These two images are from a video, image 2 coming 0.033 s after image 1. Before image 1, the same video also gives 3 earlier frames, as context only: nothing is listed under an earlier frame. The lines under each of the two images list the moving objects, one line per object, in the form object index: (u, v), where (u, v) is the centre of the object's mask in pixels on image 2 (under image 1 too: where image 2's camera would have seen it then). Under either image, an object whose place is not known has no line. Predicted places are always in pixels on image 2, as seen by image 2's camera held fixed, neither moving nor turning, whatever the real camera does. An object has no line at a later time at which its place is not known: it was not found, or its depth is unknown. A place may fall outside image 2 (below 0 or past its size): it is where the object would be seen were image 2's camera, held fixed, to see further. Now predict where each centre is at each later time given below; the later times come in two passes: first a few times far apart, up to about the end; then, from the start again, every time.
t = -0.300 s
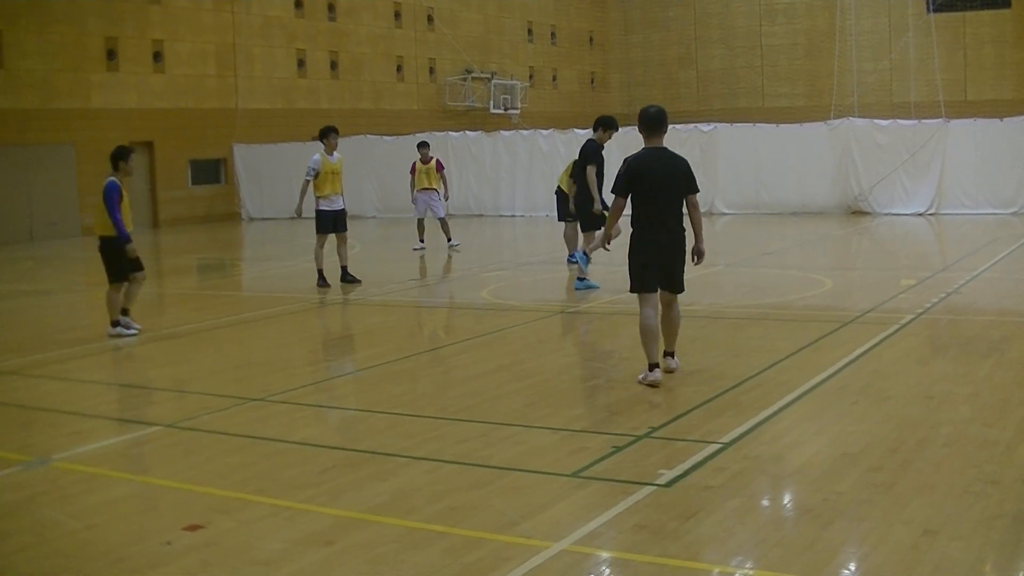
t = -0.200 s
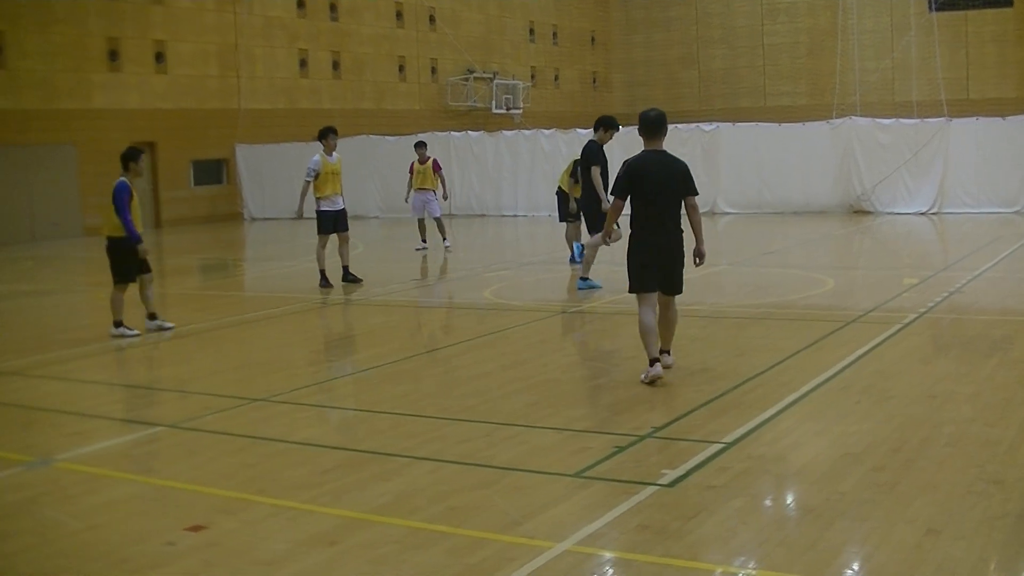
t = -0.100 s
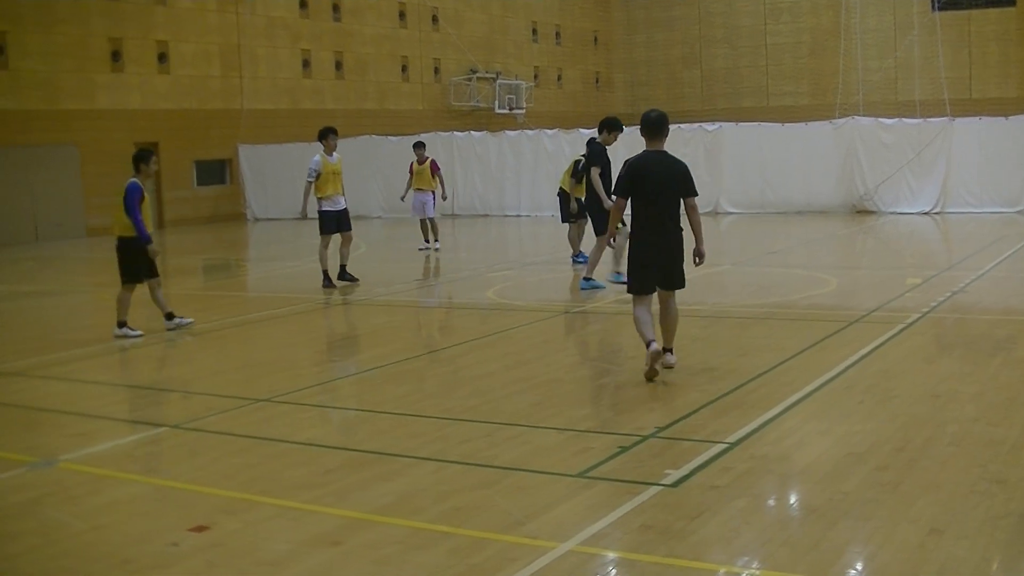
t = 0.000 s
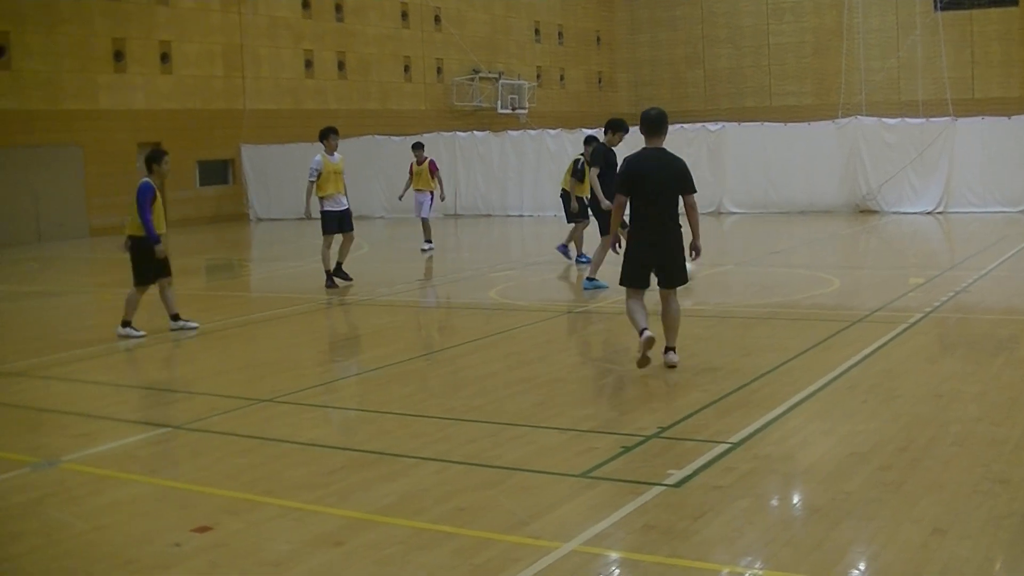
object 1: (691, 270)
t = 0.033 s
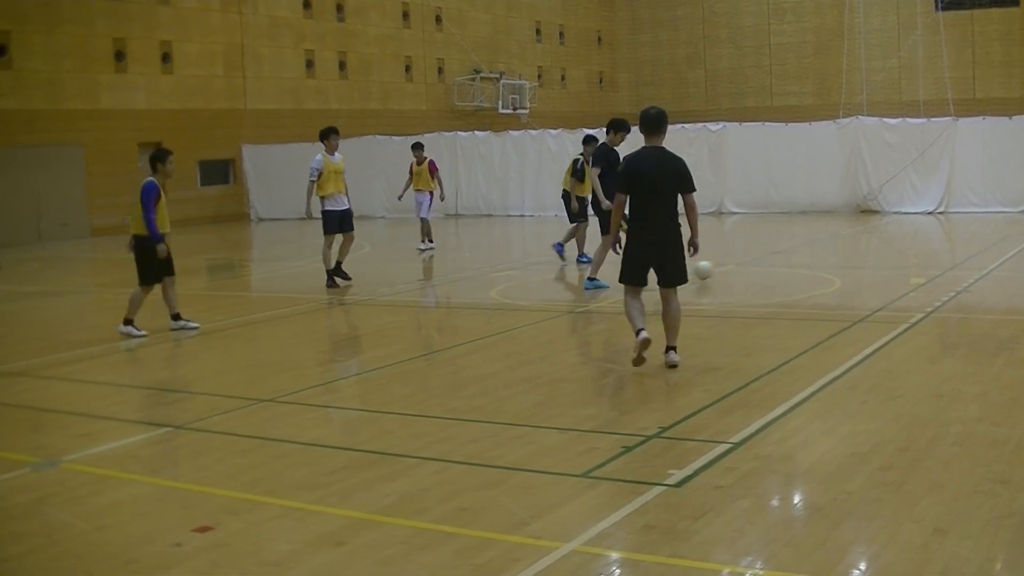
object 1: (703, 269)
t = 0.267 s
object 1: (795, 261)
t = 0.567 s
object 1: (874, 252)
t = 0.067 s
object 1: (720, 269)
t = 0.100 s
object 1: (735, 267)
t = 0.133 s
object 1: (748, 265)
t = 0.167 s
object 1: (762, 264)
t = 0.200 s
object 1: (773, 263)
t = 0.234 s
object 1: (784, 261)
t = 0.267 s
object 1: (795, 261)
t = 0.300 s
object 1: (805, 259)
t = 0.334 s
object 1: (814, 258)
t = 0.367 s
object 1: (824, 257)
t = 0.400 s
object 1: (833, 256)
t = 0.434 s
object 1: (841, 255)
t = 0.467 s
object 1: (850, 254)
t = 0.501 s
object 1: (858, 253)
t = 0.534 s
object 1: (866, 253)
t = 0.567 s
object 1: (874, 252)
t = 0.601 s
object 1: (882, 251)
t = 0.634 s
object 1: (890, 250)
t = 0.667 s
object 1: (897, 249)
